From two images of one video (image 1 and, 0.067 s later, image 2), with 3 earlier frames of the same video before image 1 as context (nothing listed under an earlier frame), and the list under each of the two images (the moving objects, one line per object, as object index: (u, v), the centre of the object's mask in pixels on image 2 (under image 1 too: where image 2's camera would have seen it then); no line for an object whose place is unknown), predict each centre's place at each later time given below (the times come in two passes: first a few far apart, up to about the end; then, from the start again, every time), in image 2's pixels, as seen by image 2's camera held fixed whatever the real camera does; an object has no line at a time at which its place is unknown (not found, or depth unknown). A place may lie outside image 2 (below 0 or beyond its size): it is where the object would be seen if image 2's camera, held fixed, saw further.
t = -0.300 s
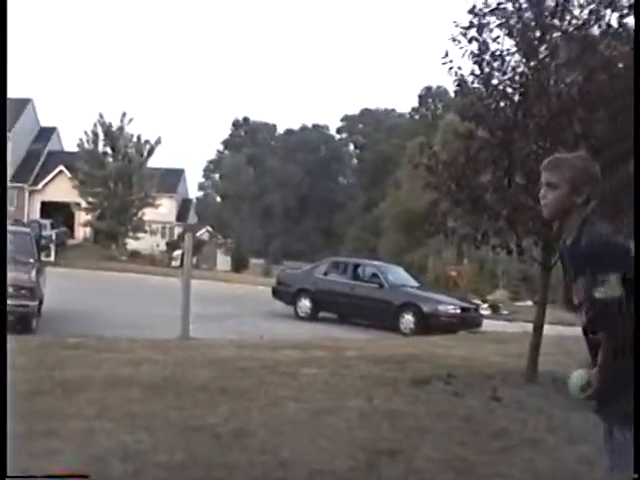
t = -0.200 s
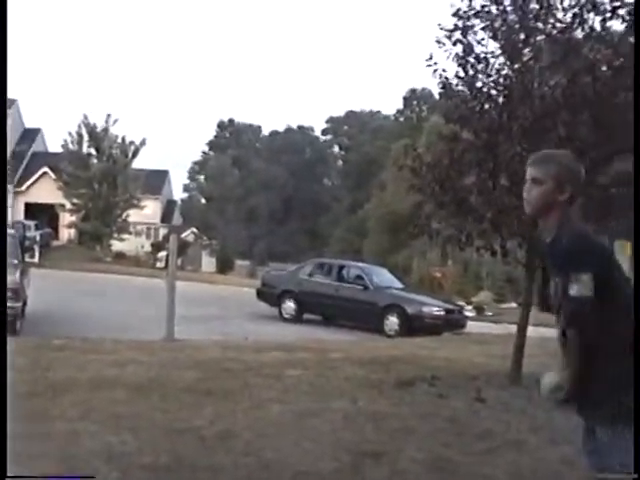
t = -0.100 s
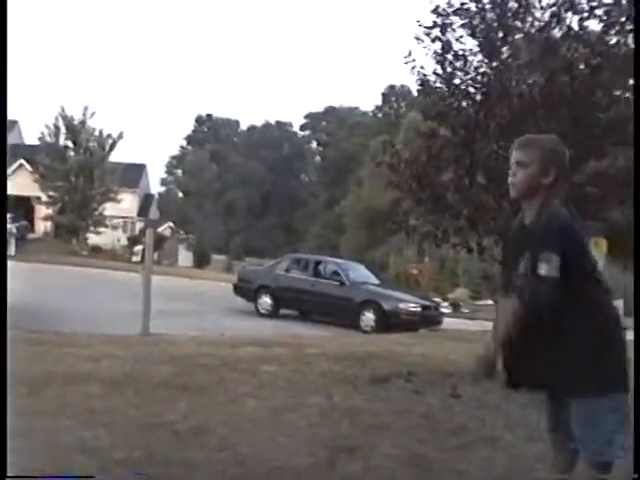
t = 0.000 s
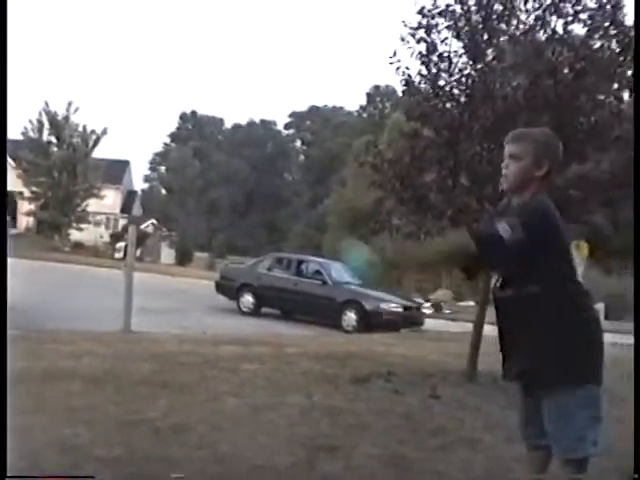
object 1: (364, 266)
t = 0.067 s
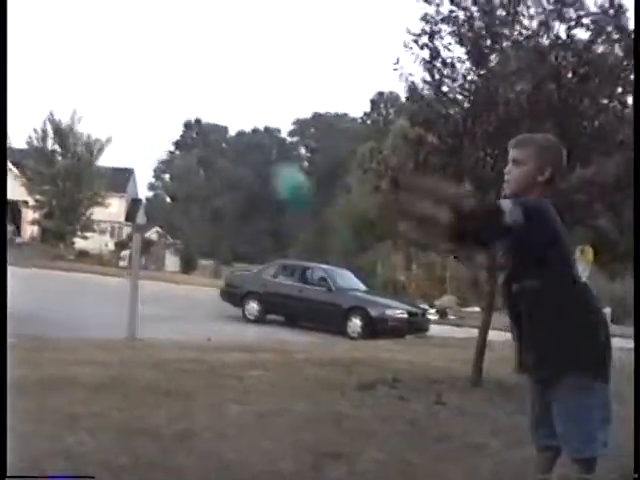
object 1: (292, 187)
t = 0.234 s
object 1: (104, 41)
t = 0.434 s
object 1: (-125, -11)
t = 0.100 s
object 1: (253, 146)
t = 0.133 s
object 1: (217, 117)
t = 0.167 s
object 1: (180, 89)
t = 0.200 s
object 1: (142, 63)
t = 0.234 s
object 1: (104, 41)
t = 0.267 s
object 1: (66, 23)
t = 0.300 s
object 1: (28, 8)
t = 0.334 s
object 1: (-10, -2)
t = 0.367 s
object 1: (-49, -9)
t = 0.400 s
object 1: (-87, -12)
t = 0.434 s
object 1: (-125, -11)
